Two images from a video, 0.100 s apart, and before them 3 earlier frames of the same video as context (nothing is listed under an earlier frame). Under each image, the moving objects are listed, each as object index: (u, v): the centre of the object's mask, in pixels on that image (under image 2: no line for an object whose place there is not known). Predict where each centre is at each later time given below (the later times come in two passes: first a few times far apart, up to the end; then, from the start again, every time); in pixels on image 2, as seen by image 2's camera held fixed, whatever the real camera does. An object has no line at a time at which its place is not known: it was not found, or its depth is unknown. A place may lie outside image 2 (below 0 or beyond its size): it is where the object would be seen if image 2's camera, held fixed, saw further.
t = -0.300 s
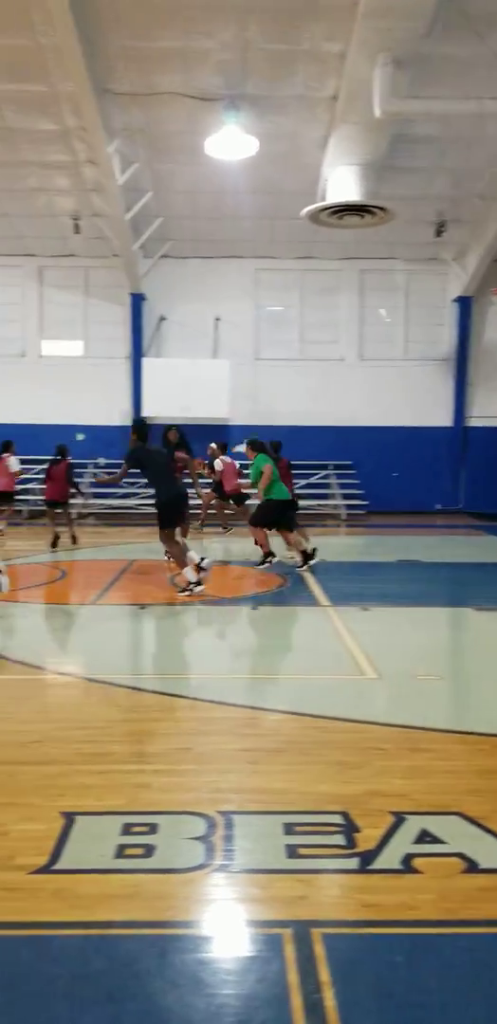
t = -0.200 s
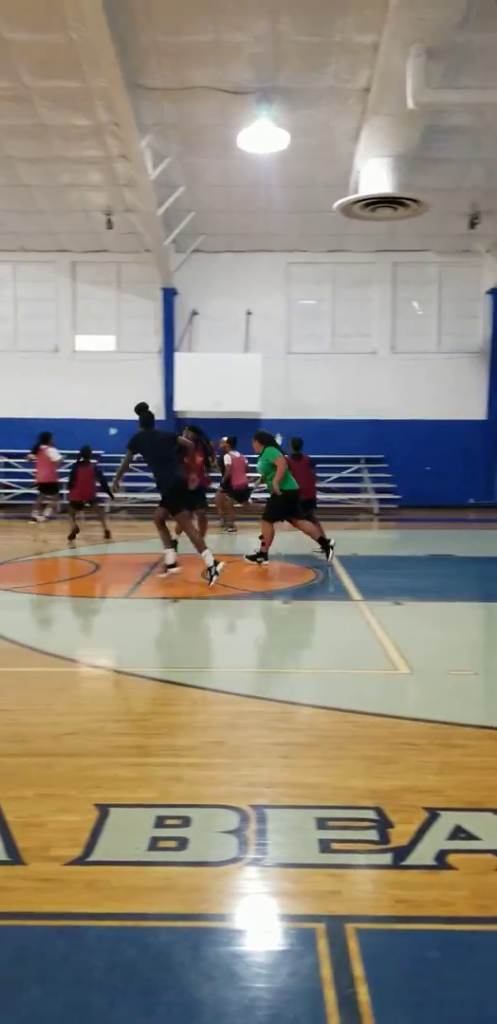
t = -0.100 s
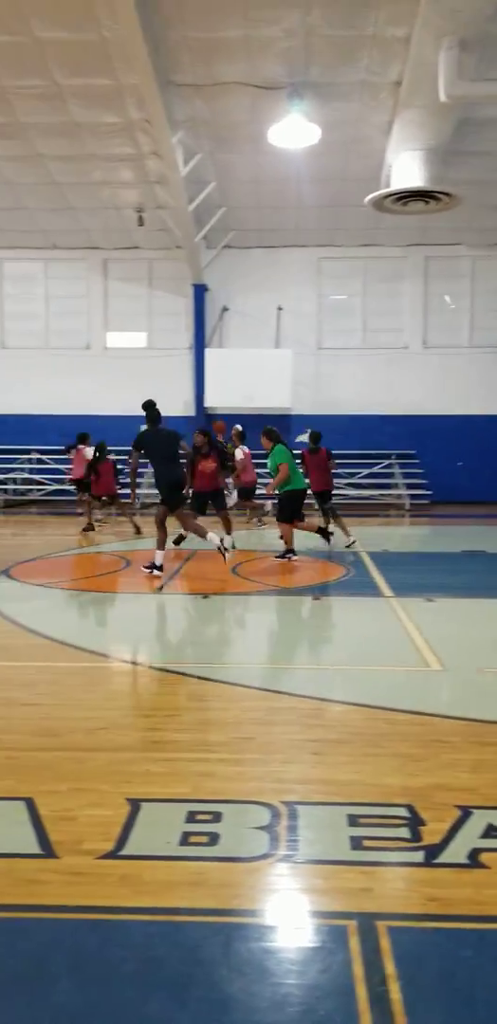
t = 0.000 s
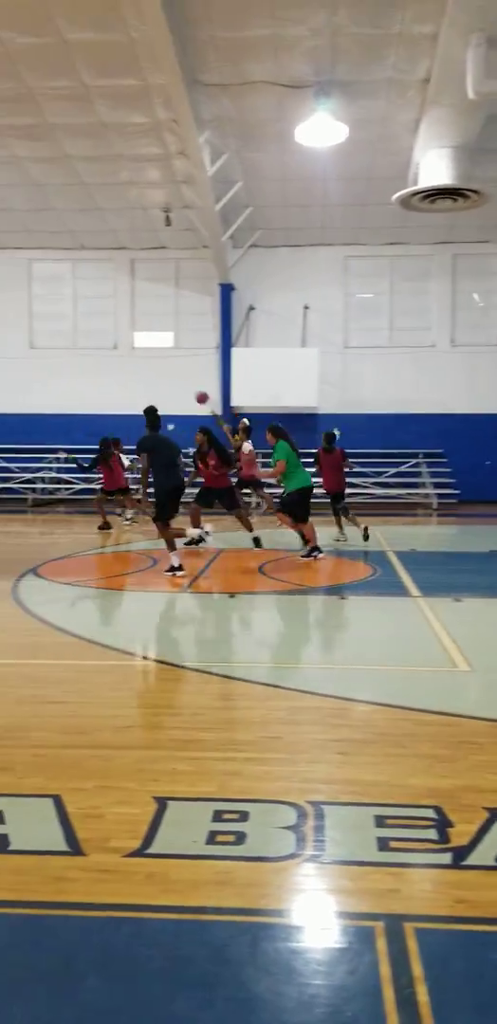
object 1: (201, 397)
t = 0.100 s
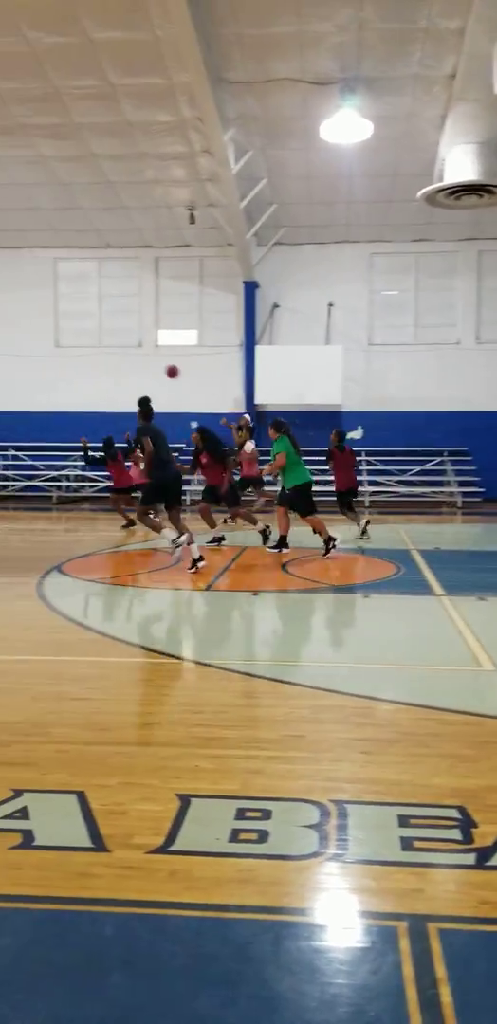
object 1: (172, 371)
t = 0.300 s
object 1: (58, 340)
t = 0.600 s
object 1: (-125, 339)
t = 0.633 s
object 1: (-146, 343)
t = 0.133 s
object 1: (153, 364)
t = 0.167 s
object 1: (135, 358)
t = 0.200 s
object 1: (116, 353)
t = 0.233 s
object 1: (97, 347)
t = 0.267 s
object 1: (77, 343)
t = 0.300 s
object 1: (58, 340)
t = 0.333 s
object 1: (39, 337)
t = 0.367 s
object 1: (19, 335)
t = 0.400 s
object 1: (-1, 333)
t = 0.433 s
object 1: (-21, 332)
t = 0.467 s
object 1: (-42, 332)
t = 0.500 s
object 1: (-63, 332)
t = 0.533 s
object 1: (-83, 334)
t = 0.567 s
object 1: (-104, 336)
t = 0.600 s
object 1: (-125, 339)
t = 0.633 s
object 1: (-146, 343)
